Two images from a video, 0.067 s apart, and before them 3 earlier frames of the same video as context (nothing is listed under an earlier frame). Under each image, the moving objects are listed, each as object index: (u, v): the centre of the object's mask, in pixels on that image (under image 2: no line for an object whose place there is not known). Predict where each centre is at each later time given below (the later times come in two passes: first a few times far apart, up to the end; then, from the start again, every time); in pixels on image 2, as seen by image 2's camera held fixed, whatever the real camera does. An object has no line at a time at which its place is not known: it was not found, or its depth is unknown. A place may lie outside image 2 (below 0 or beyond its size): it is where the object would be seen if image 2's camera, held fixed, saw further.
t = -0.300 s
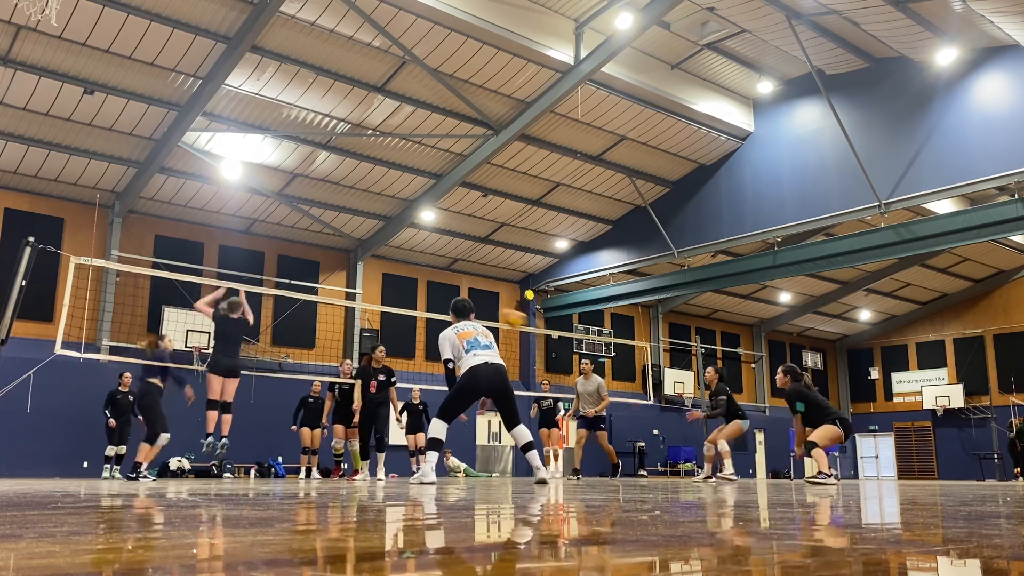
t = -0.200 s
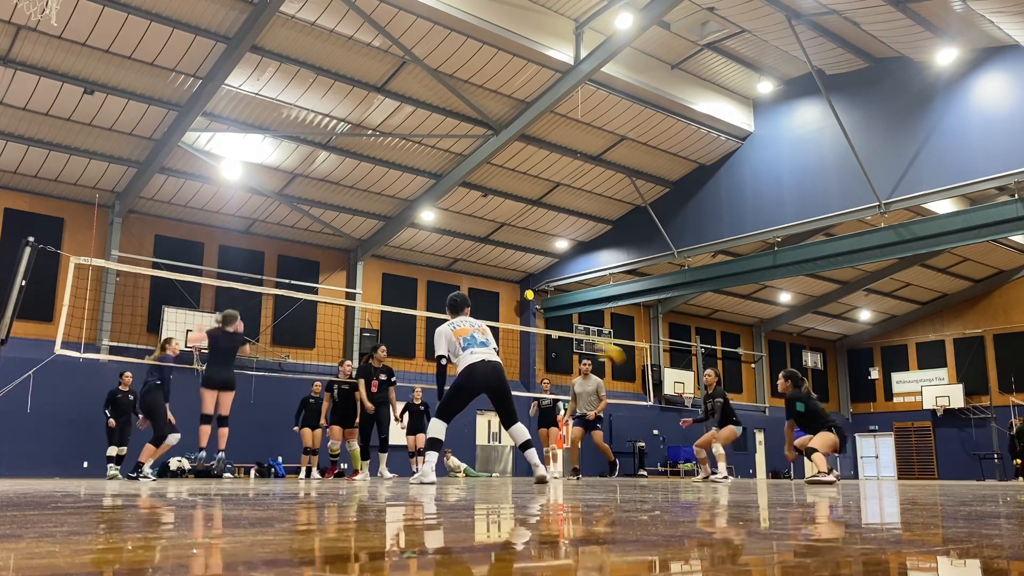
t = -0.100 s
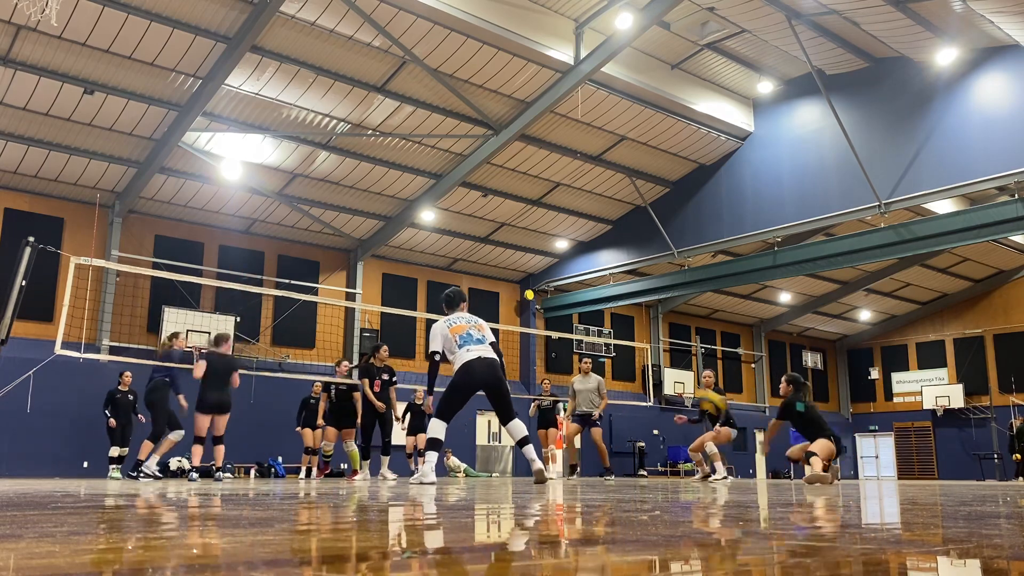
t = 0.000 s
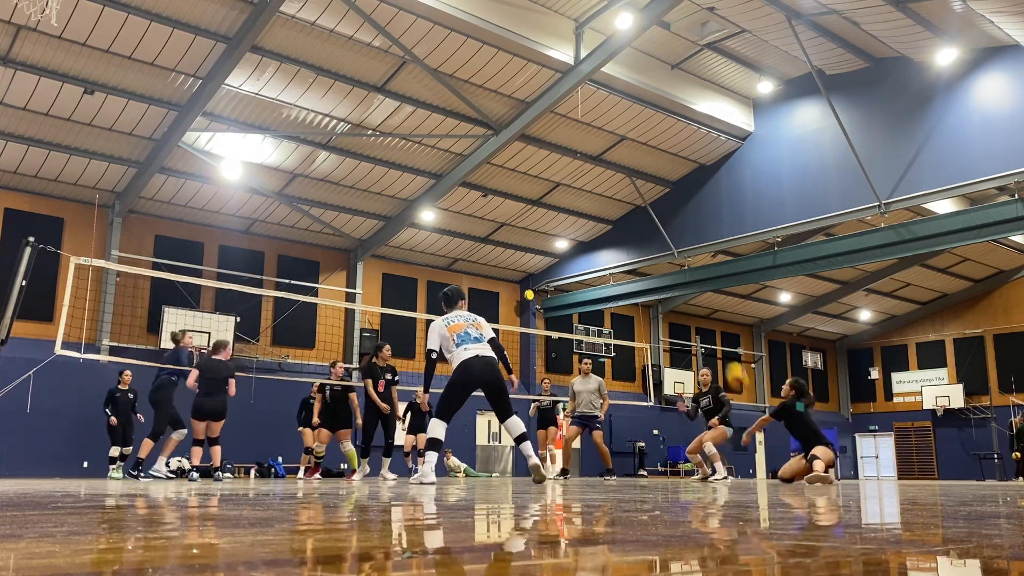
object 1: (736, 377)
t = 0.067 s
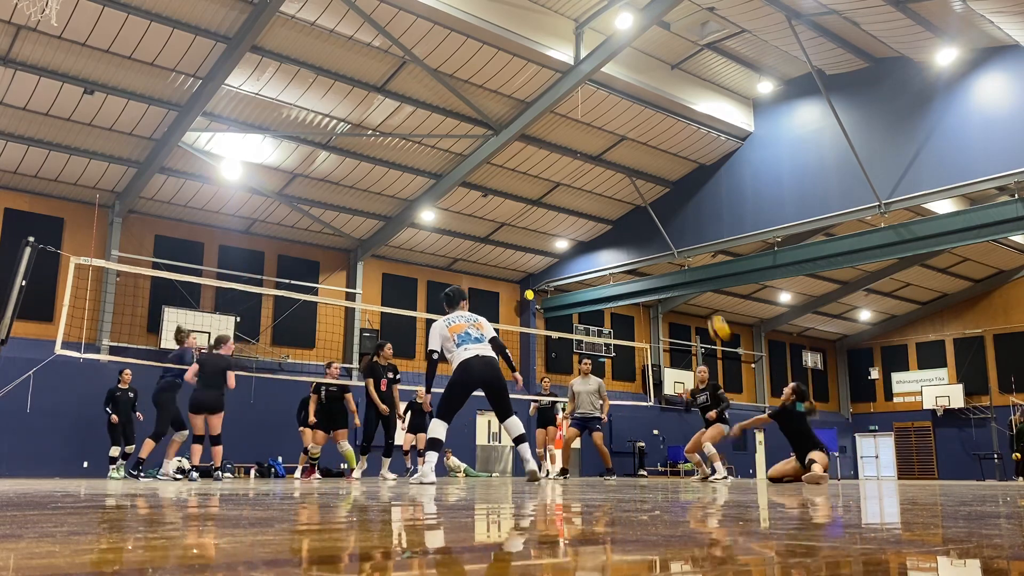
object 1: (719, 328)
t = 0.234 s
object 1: (681, 237)
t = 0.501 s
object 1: (636, 152)
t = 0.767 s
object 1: (601, 128)
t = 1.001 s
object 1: (574, 148)
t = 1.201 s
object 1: (553, 191)
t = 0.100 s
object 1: (710, 306)
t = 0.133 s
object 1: (702, 287)
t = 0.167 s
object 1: (695, 269)
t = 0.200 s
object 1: (687, 252)
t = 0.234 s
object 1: (681, 237)
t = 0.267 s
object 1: (675, 222)
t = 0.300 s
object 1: (669, 209)
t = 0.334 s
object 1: (663, 197)
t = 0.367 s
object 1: (657, 186)
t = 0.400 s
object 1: (652, 176)
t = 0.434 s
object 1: (647, 168)
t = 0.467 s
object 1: (641, 159)
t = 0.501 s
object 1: (636, 152)
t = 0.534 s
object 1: (631, 146)
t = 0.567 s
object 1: (627, 140)
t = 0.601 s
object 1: (622, 137)
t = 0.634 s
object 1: (618, 134)
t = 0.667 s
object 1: (613, 131)
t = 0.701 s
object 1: (609, 128)
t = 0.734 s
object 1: (606, 128)
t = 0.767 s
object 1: (601, 128)
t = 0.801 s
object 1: (597, 129)
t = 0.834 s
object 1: (593, 130)
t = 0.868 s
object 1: (589, 131)
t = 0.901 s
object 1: (585, 134)
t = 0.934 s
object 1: (582, 138)
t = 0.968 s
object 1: (578, 142)
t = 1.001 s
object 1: (574, 148)
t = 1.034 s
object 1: (571, 153)
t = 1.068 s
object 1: (567, 159)
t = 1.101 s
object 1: (564, 165)
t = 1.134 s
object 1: (560, 173)
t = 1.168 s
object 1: (557, 182)
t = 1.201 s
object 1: (553, 191)
